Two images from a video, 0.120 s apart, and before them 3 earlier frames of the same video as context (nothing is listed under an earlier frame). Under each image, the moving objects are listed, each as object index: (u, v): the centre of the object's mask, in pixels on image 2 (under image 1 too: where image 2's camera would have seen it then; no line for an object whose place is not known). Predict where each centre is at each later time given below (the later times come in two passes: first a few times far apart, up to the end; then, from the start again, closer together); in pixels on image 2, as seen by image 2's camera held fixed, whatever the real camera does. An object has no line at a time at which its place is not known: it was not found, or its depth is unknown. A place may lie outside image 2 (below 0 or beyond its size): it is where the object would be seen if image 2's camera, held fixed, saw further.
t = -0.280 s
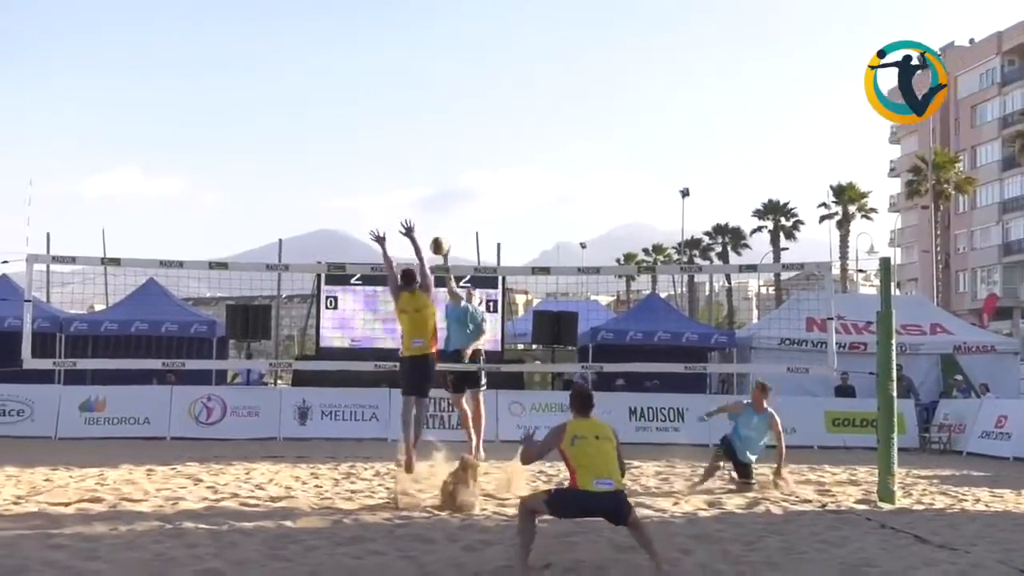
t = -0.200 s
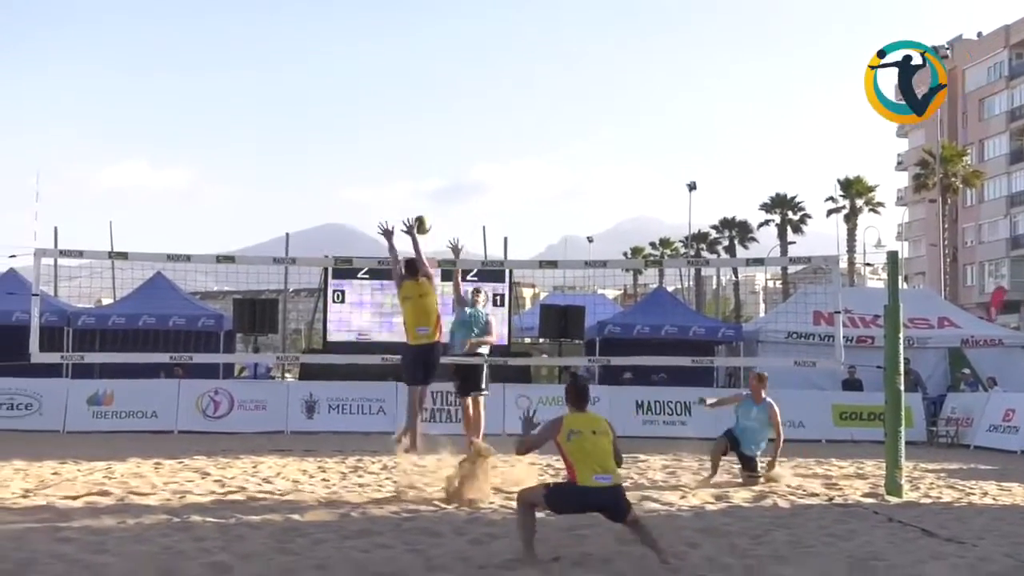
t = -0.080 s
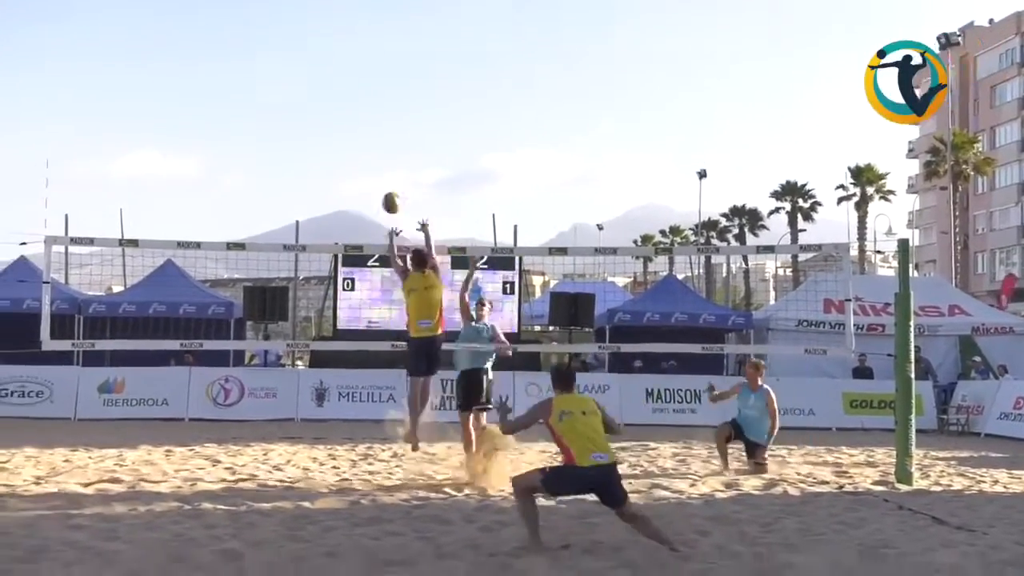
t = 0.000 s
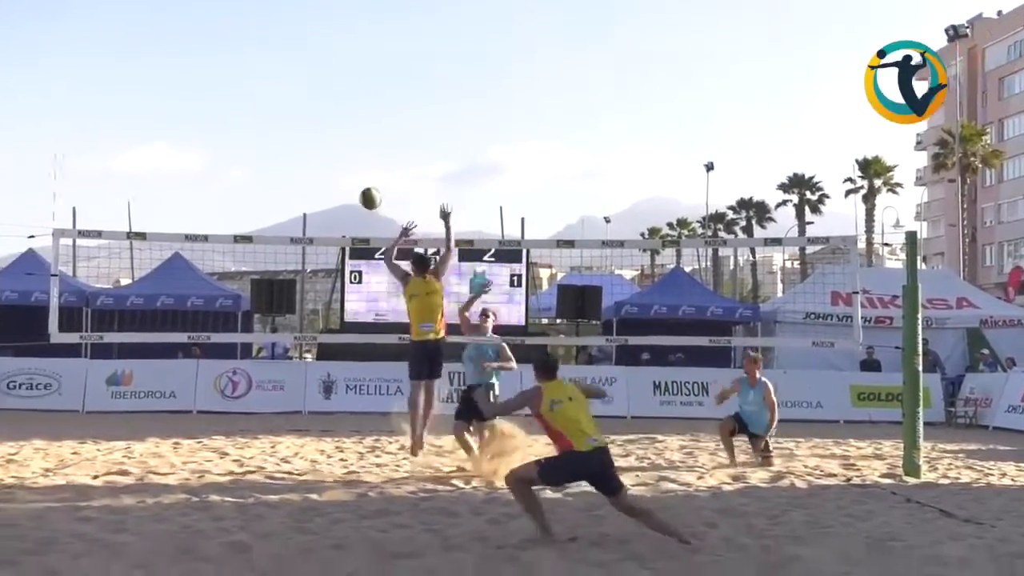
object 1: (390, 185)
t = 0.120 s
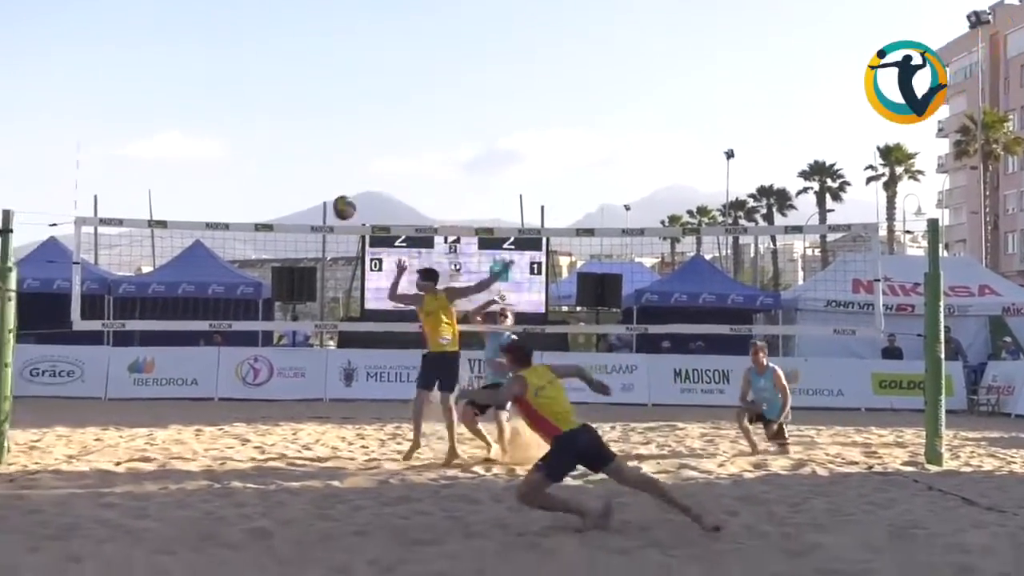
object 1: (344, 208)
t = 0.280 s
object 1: (275, 276)
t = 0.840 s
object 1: (7, 396)
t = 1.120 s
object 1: (-169, 401)
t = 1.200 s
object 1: (-227, 449)
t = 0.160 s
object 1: (327, 219)
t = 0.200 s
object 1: (310, 235)
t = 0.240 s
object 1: (292, 253)
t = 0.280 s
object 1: (275, 276)
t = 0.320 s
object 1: (255, 300)
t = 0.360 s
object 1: (234, 328)
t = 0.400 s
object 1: (213, 364)
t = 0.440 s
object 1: (190, 400)
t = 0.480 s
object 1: (167, 444)
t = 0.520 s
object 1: (142, 495)
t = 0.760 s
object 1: (42, 425)
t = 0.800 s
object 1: (24, 409)
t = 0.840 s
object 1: (7, 396)
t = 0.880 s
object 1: (-13, 385)
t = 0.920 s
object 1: (-34, 380)
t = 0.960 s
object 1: (-56, 375)
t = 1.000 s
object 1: (-80, 374)
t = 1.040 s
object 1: (-106, 379)
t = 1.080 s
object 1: (-132, 388)
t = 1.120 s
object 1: (-169, 401)
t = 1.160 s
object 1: (-196, 422)
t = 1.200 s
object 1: (-227, 449)
